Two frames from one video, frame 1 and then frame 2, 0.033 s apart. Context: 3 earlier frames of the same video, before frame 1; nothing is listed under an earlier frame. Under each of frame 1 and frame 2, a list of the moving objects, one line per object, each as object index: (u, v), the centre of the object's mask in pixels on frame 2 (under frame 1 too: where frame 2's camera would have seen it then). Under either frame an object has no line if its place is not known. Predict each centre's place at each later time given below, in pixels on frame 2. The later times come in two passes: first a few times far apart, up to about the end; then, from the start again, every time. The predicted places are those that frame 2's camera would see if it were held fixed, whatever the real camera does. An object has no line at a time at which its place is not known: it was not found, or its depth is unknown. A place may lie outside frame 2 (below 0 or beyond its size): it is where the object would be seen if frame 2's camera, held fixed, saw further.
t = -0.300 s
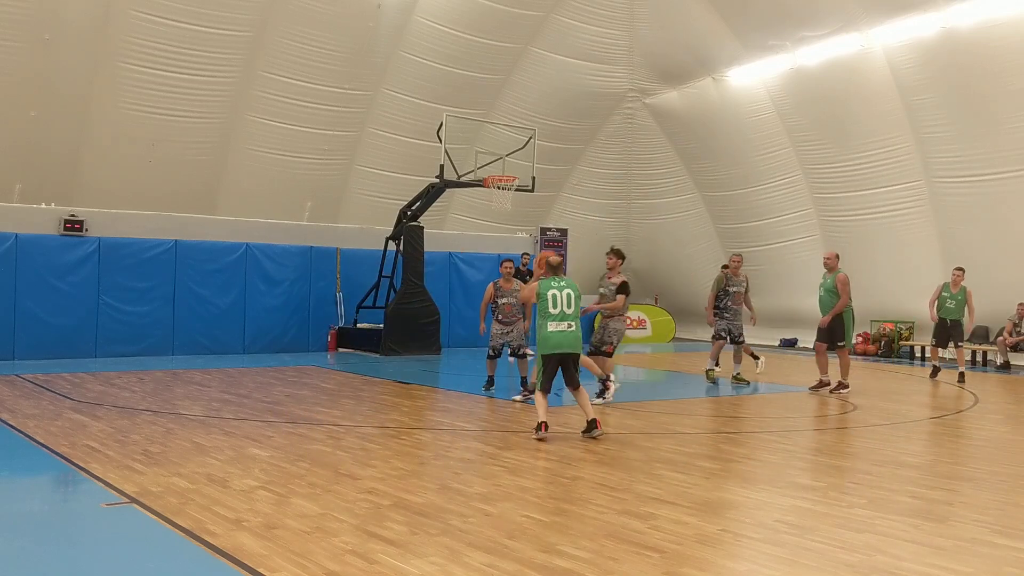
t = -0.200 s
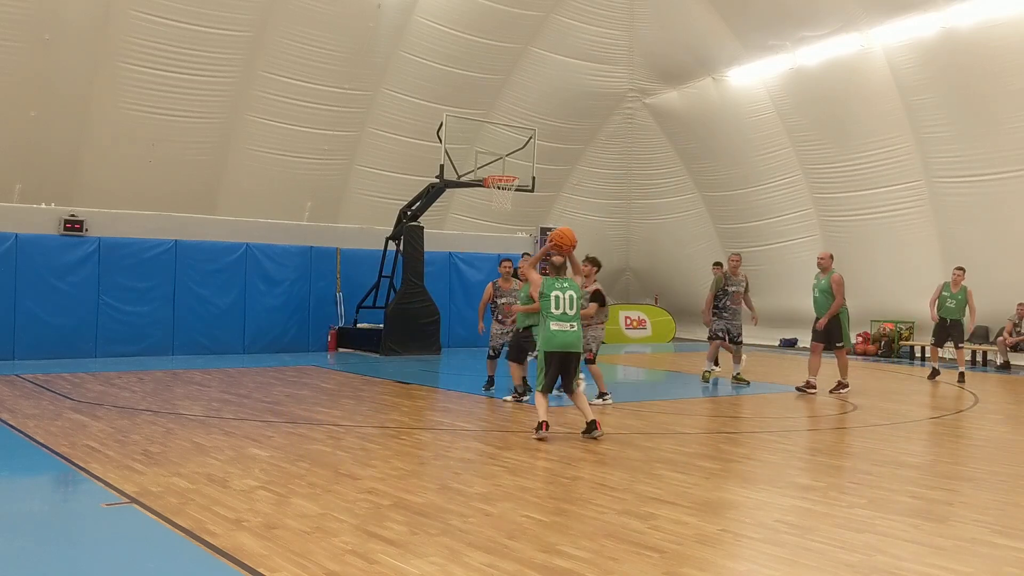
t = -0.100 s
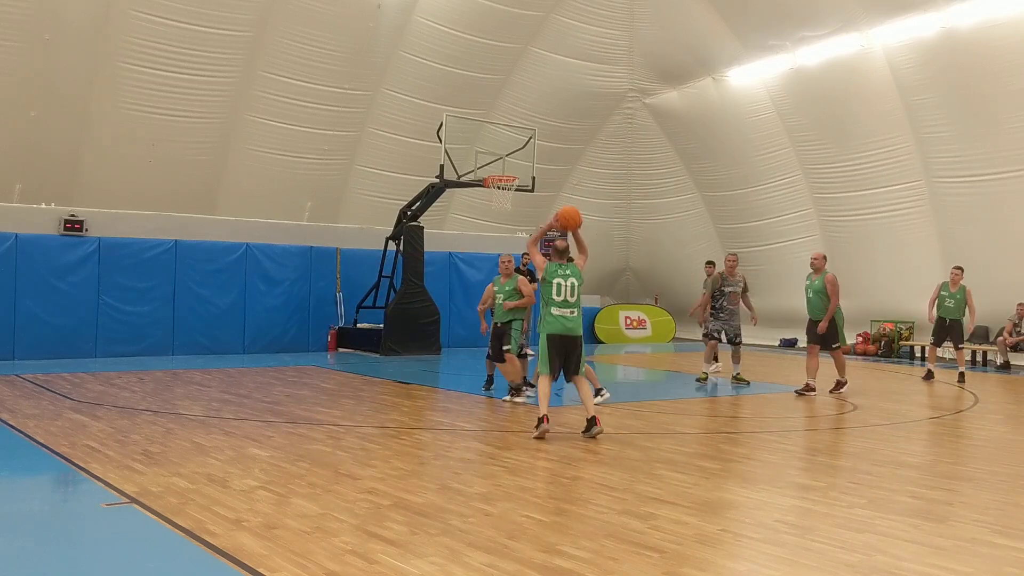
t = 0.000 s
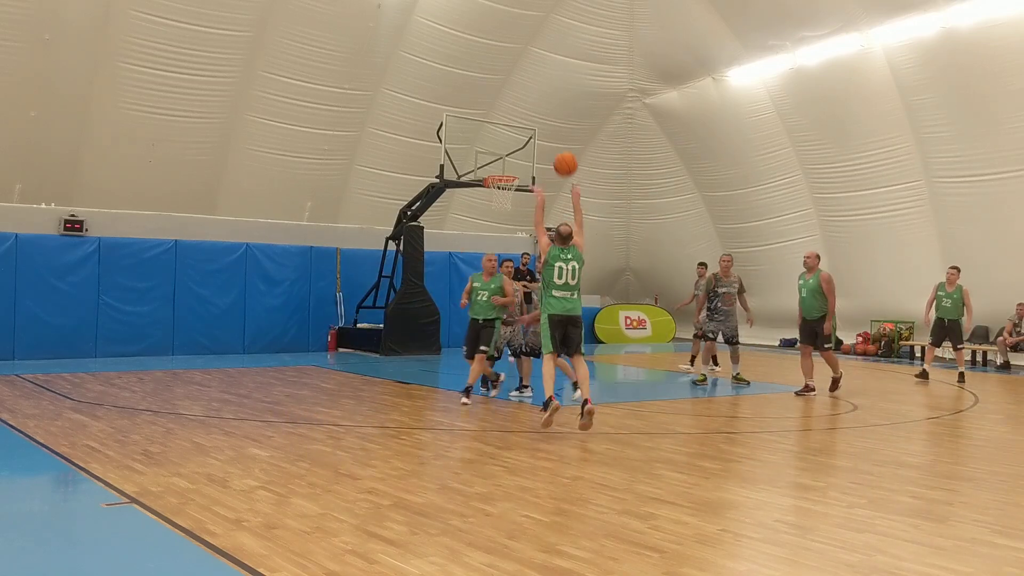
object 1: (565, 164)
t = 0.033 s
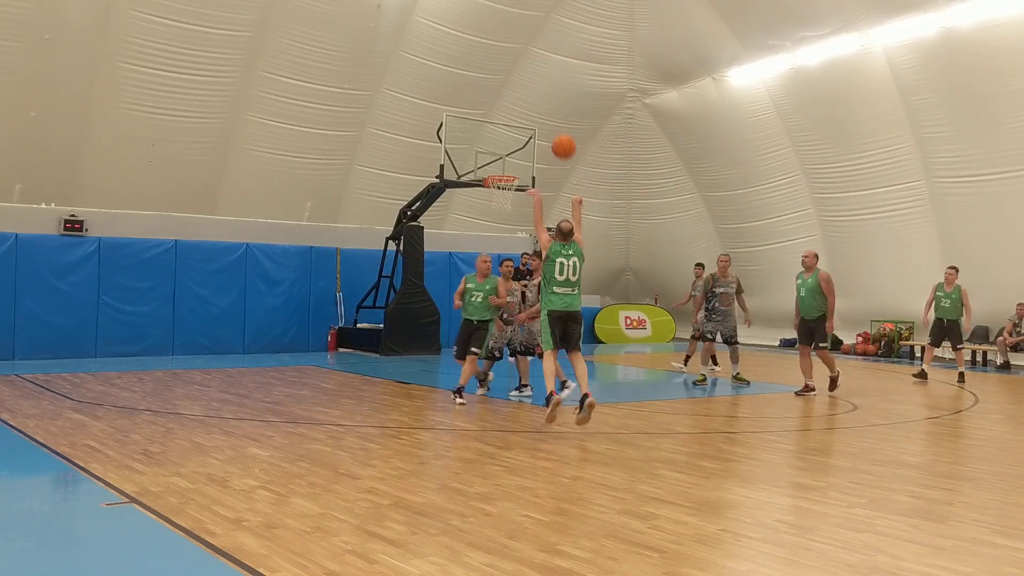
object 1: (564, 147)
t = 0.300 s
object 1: (549, 65)
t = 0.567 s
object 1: (537, 55)
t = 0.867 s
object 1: (524, 104)
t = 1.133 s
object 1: (510, 169)
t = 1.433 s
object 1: (516, 155)
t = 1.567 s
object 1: (525, 164)
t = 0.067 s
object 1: (561, 131)
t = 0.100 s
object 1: (560, 117)
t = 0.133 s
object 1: (558, 105)
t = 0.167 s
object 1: (556, 95)
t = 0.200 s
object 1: (554, 85)
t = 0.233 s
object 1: (552, 77)
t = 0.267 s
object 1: (551, 70)
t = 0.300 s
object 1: (549, 65)
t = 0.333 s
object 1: (547, 60)
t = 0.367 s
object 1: (546, 57)
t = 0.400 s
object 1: (544, 54)
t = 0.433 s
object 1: (543, 52)
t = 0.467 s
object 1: (541, 52)
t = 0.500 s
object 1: (540, 52)
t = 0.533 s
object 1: (538, 53)
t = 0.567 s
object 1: (537, 55)
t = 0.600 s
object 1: (535, 57)
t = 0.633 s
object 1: (534, 61)
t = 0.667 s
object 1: (532, 65)
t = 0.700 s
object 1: (531, 70)
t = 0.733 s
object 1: (529, 76)
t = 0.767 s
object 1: (528, 81)
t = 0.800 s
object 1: (526, 89)
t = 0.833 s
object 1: (525, 96)
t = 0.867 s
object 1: (524, 104)
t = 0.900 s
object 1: (522, 112)
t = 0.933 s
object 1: (521, 121)
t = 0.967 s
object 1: (520, 130)
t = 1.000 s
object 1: (518, 140)
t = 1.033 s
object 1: (517, 150)
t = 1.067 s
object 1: (516, 161)
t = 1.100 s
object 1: (515, 171)
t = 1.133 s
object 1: (510, 169)
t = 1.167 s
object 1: (504, 168)
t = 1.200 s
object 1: (500, 168)
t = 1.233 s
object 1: (501, 164)
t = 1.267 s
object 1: (504, 161)
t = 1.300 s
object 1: (506, 159)
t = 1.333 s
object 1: (508, 157)
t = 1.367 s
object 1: (511, 156)
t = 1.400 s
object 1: (513, 155)
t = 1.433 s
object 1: (516, 155)
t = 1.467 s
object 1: (518, 157)
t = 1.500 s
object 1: (520, 158)
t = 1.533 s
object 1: (523, 161)
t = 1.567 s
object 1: (525, 164)
